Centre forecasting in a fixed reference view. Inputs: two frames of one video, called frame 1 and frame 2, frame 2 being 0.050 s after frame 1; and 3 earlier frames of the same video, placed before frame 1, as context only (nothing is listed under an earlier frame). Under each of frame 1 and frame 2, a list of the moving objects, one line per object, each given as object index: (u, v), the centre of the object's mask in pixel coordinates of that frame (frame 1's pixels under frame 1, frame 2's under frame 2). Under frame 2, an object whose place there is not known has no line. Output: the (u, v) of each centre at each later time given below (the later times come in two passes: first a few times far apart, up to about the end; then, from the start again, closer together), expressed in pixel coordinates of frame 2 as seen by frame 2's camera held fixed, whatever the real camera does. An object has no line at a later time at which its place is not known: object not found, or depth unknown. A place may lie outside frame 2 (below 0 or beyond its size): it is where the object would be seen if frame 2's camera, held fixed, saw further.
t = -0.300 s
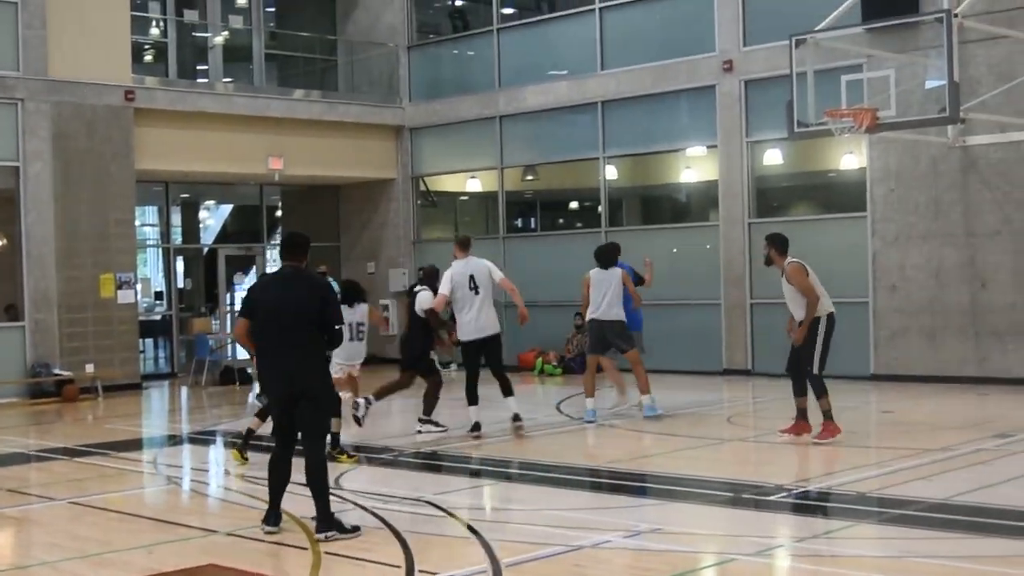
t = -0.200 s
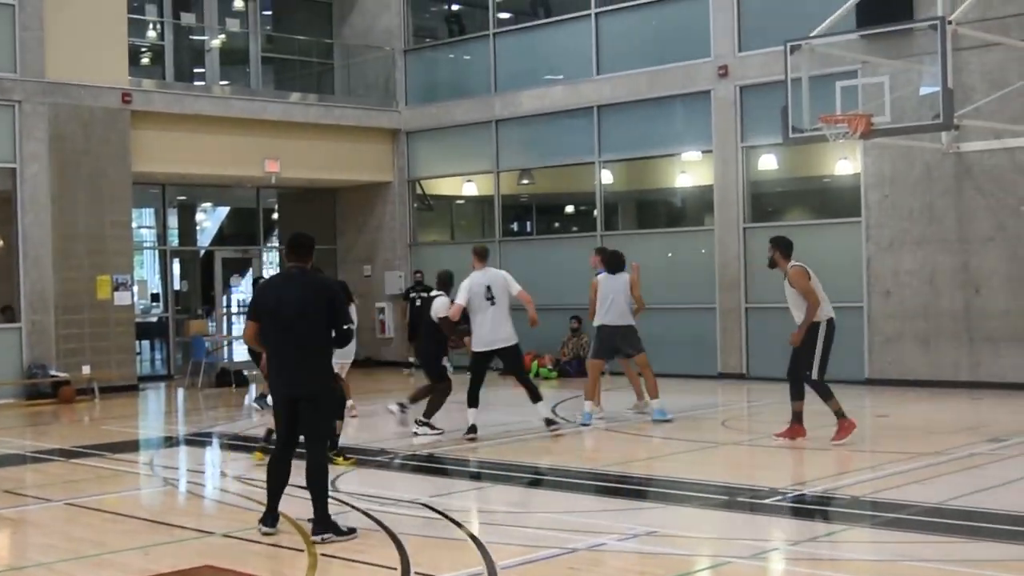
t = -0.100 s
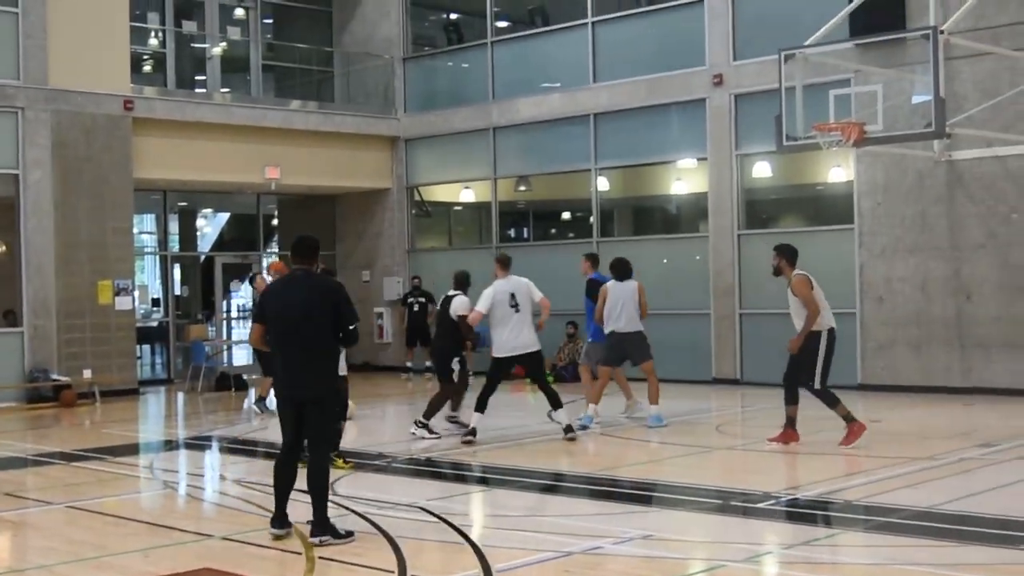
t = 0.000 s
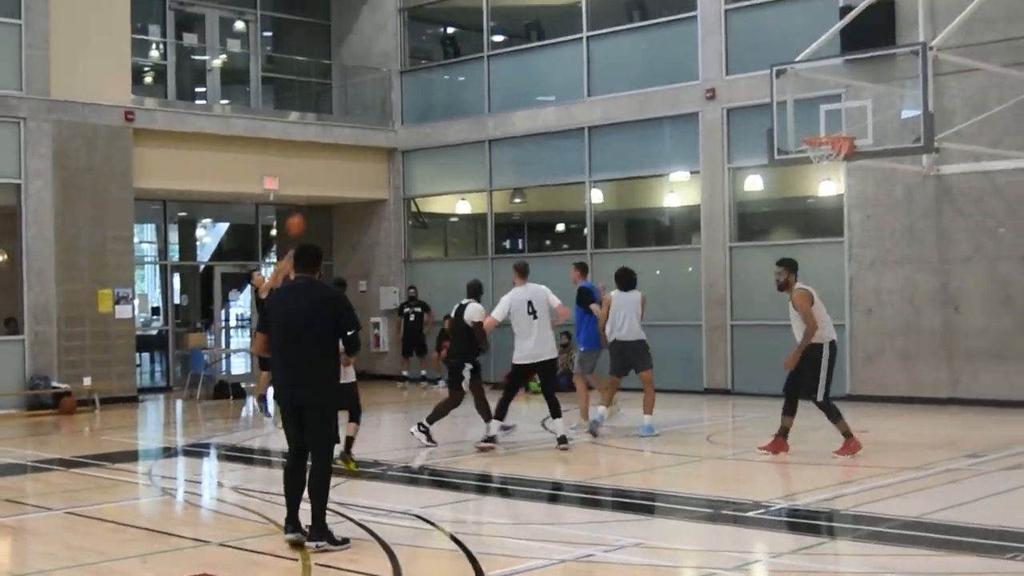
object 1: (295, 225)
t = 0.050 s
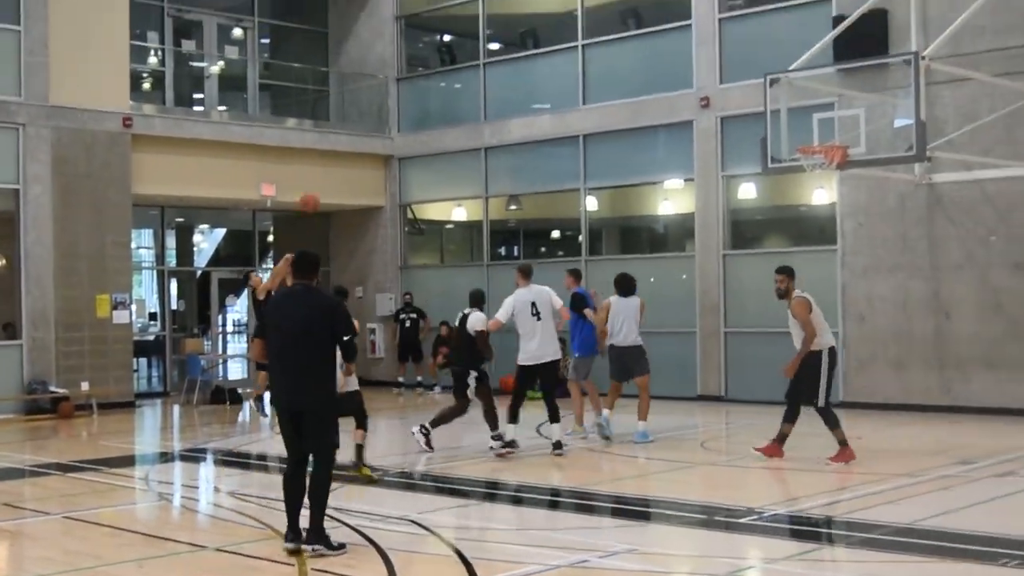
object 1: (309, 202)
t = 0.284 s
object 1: (391, 90)
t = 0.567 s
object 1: (496, 8)
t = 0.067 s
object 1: (315, 194)
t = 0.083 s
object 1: (320, 184)
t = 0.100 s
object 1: (326, 175)
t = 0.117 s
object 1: (332, 164)
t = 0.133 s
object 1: (338, 158)
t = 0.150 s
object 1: (344, 148)
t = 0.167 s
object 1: (350, 140)
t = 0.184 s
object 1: (356, 133)
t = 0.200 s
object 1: (362, 126)
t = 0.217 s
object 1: (368, 118)
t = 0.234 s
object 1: (375, 111)
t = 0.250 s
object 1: (380, 103)
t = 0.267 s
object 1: (386, 97)
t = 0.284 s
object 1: (391, 90)
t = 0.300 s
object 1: (398, 83)
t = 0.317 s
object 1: (404, 77)
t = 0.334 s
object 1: (410, 71)
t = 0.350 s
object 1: (415, 65)
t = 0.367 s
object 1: (421, 59)
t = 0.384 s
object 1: (428, 54)
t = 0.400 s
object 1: (434, 48)
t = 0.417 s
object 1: (439, 44)
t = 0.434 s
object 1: (447, 39)
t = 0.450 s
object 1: (452, 32)
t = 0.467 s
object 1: (458, 29)
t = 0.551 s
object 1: (490, 10)
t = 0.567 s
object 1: (496, 8)
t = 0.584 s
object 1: (501, 5)
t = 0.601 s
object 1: (508, 3)
